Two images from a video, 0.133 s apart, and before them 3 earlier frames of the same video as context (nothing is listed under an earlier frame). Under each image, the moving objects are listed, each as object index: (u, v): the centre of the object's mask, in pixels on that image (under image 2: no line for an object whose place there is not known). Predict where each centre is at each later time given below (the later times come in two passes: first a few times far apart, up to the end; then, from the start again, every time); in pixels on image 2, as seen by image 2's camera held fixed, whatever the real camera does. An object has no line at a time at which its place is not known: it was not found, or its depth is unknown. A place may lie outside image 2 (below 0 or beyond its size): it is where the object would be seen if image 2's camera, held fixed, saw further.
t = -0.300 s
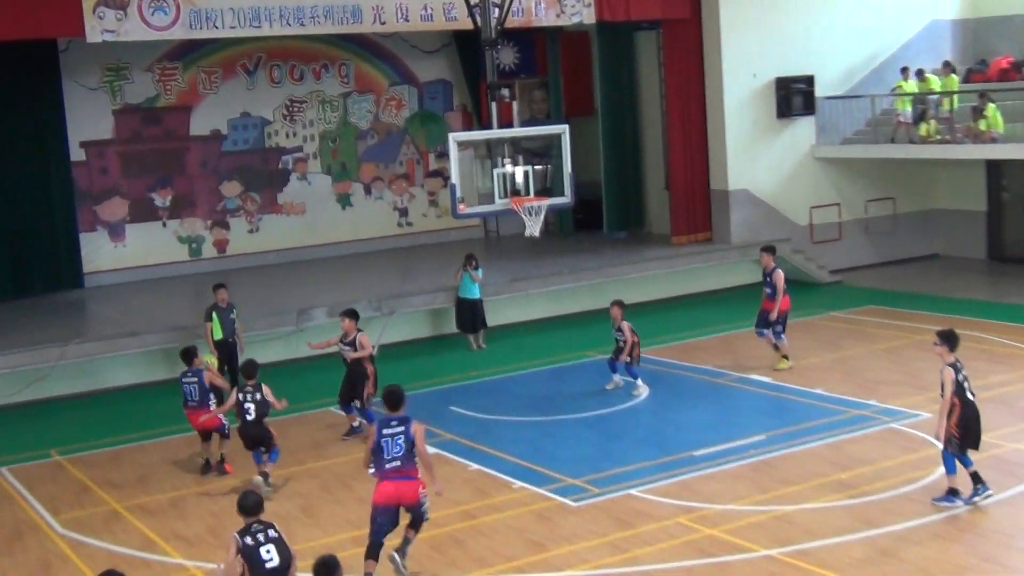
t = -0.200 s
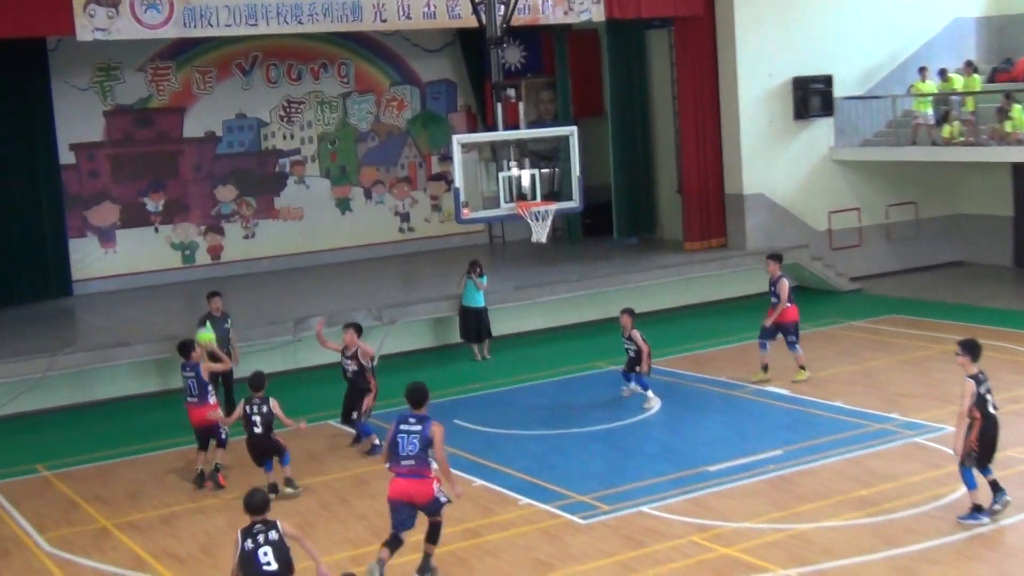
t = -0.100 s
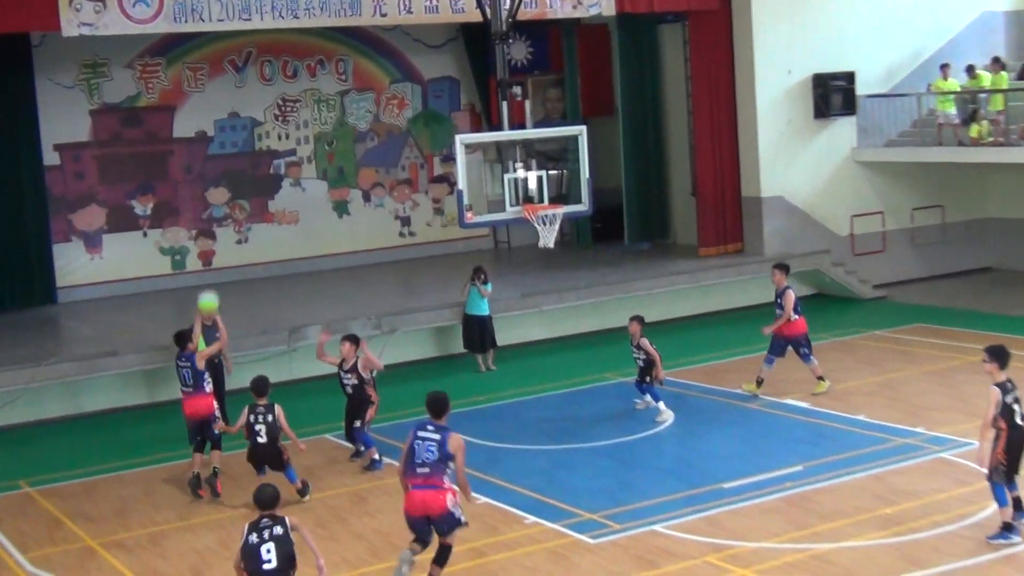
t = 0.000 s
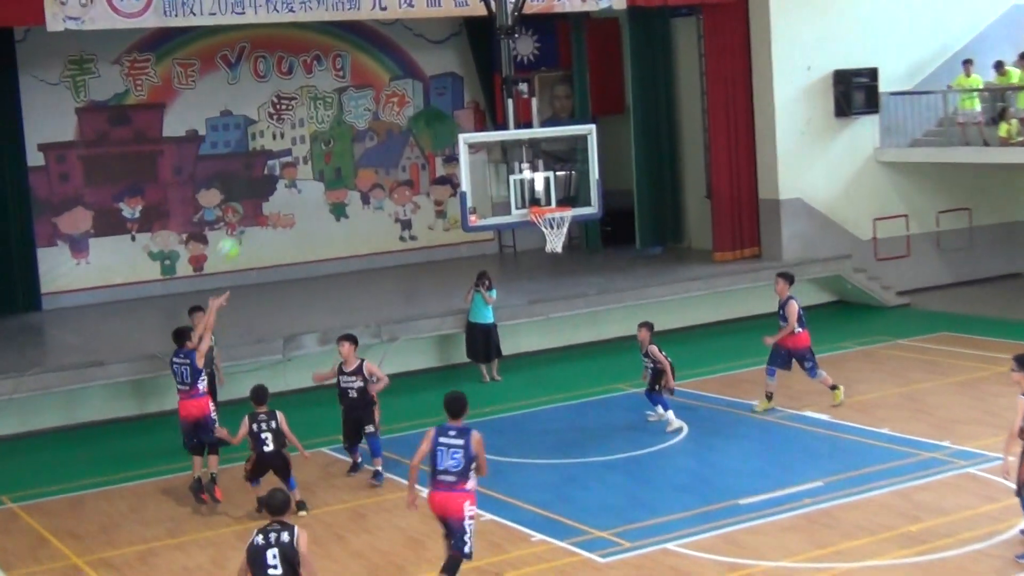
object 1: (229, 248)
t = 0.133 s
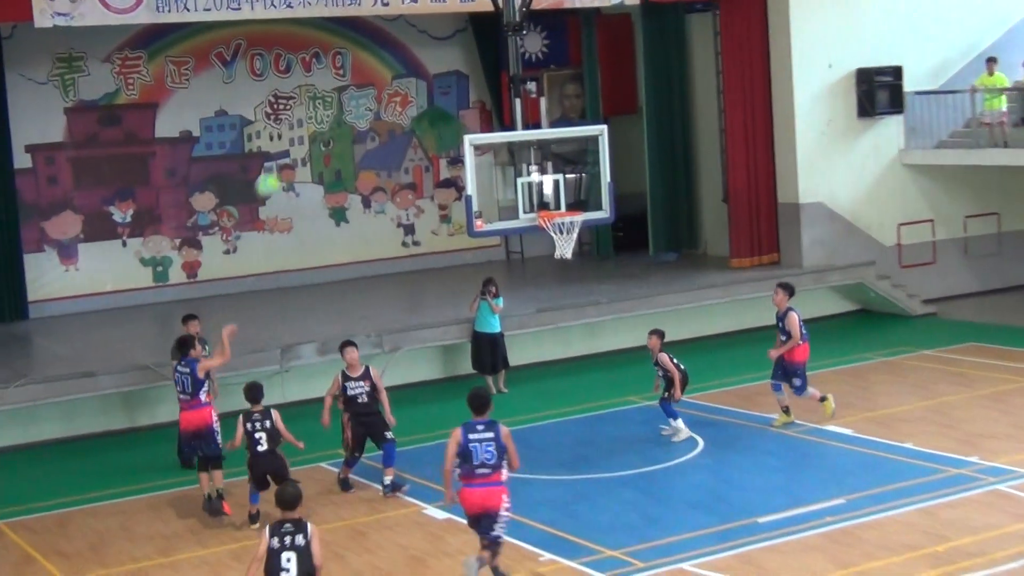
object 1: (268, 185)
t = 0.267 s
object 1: (311, 134)
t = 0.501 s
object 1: (385, 93)
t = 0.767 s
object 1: (474, 112)
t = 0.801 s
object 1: (484, 119)
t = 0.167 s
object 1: (278, 170)
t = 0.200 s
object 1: (288, 158)
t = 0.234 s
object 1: (300, 145)
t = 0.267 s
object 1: (311, 134)
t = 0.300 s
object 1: (321, 125)
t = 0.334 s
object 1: (331, 117)
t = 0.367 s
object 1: (342, 110)
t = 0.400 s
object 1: (351, 104)
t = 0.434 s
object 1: (363, 100)
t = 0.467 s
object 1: (375, 96)
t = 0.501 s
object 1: (385, 93)
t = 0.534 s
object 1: (397, 92)
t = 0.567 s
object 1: (407, 91)
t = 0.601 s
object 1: (419, 91)
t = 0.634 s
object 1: (431, 92)
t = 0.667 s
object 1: (441, 96)
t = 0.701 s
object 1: (452, 101)
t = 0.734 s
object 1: (463, 105)
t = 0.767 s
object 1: (474, 112)
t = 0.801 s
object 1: (484, 119)
